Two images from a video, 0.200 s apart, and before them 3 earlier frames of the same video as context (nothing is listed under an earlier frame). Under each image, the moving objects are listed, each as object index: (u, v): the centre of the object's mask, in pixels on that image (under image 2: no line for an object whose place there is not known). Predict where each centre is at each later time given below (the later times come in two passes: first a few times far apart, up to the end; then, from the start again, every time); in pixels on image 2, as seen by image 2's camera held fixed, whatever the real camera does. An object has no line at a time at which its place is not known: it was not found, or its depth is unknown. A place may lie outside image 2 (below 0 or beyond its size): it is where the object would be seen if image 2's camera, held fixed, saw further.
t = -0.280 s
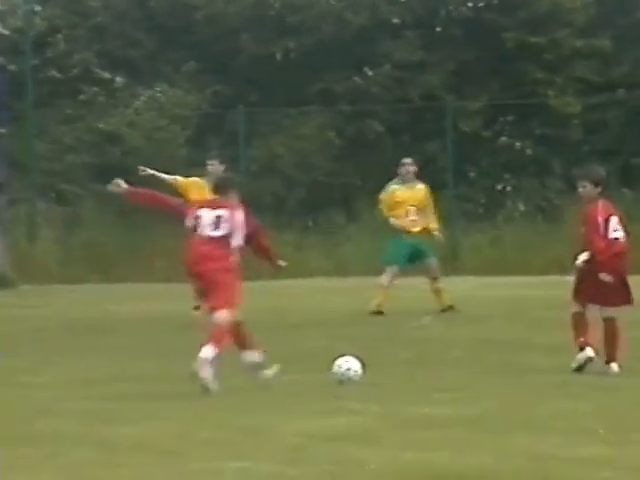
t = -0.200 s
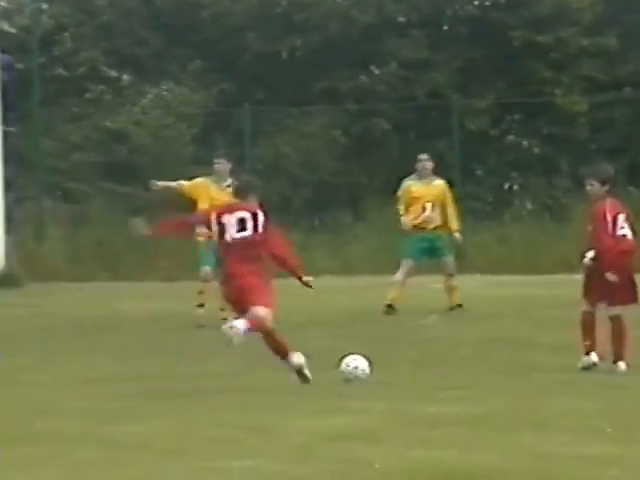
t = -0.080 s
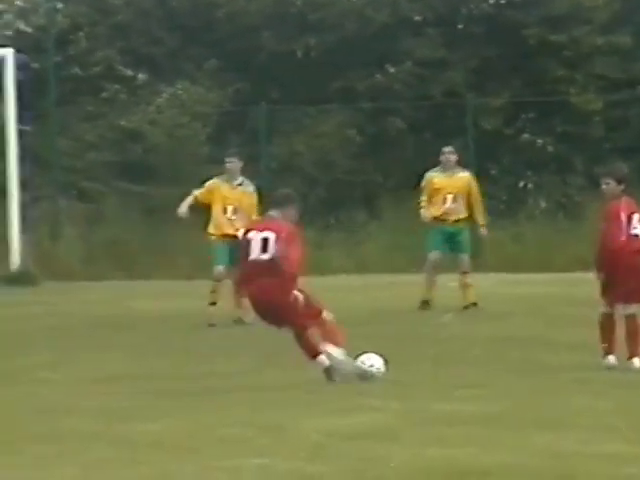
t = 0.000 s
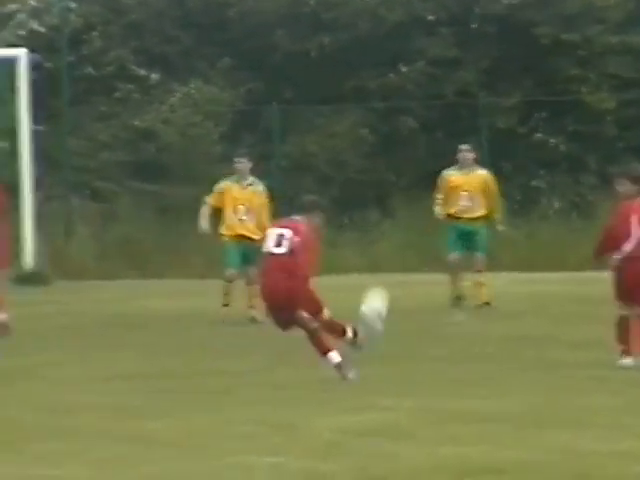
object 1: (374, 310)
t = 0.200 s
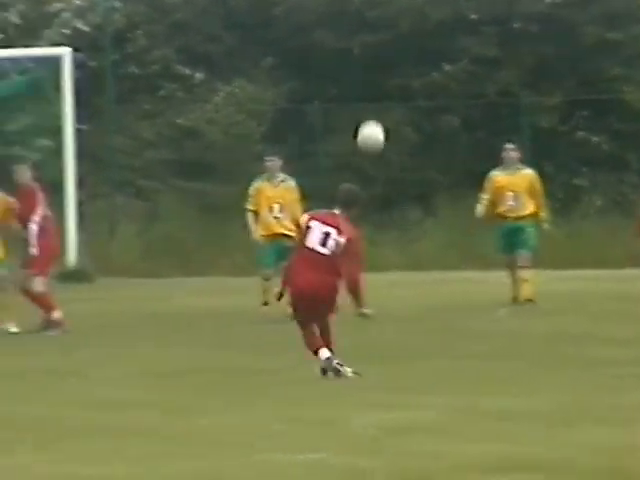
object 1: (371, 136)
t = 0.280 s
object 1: (344, 92)
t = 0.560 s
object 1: (249, 9)
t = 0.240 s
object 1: (357, 113)
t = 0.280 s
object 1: (344, 92)
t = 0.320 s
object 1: (331, 73)
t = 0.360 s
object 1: (319, 57)
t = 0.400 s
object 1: (307, 42)
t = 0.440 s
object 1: (293, 30)
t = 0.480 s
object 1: (279, 20)
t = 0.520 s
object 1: (264, 13)
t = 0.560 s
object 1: (249, 9)
